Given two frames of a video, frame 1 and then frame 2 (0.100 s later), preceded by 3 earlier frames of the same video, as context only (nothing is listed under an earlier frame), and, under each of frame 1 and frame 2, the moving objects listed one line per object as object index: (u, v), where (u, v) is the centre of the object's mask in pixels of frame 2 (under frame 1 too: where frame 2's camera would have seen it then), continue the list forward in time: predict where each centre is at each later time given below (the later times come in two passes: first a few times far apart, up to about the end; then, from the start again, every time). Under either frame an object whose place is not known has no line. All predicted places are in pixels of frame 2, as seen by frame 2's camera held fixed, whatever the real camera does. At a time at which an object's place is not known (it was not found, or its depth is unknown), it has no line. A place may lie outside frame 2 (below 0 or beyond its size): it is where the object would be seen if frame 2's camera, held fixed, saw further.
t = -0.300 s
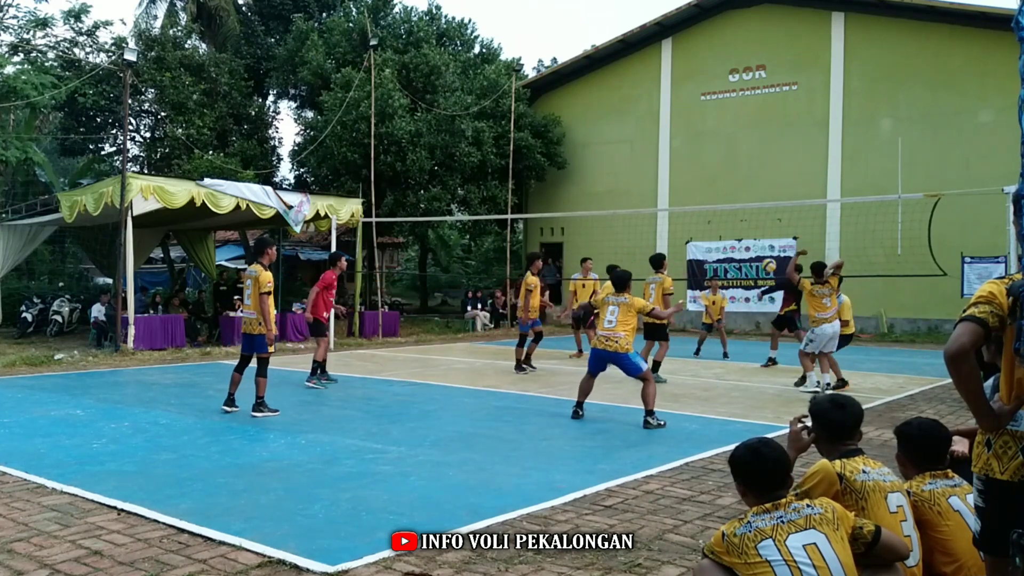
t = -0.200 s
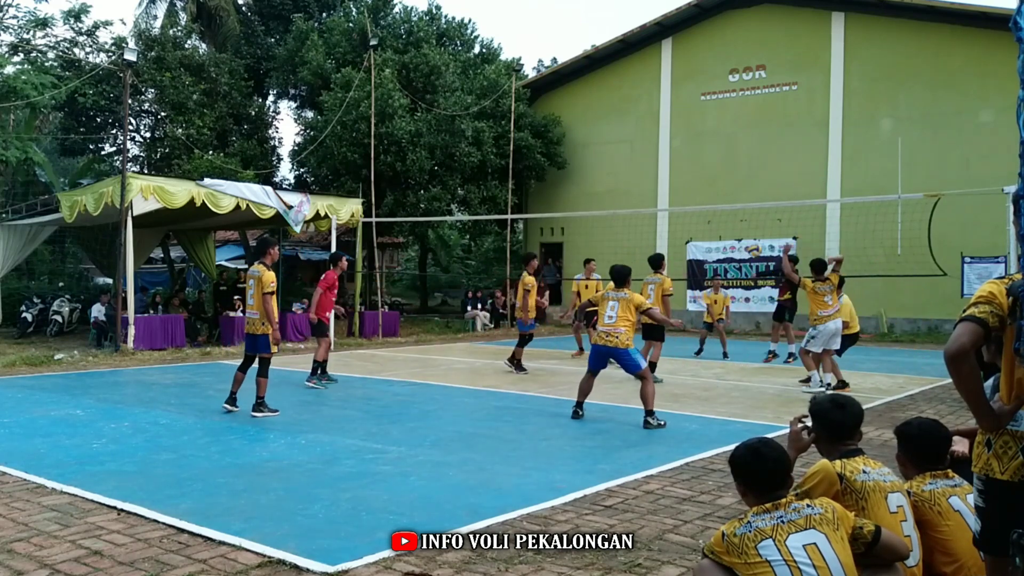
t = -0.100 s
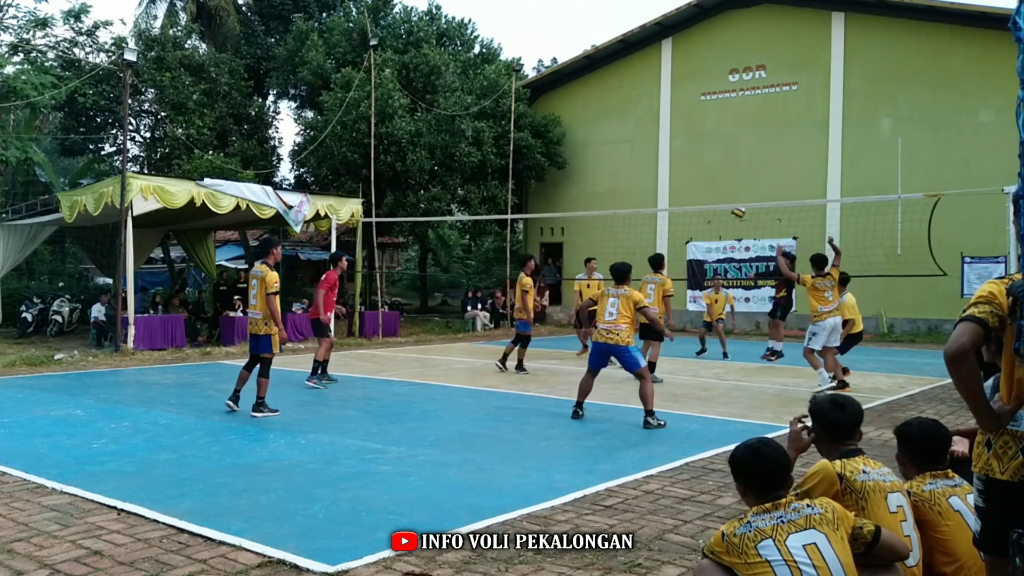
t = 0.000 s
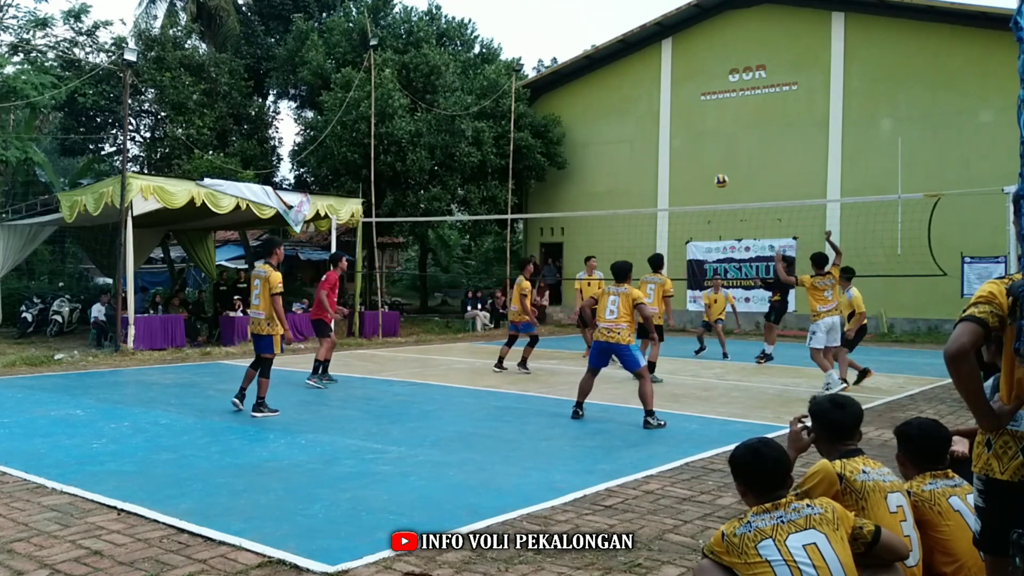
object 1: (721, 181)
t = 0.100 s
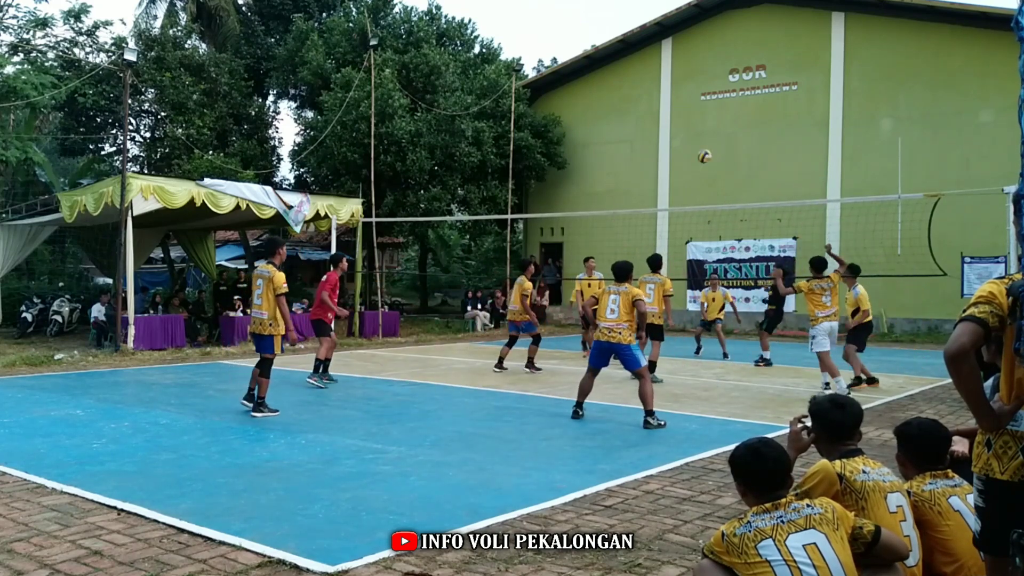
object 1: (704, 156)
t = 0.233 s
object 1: (683, 133)
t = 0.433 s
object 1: (651, 120)
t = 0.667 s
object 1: (614, 136)
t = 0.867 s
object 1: (583, 175)
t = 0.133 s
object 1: (699, 150)
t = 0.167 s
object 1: (694, 143)
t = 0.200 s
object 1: (688, 138)
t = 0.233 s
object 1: (683, 133)
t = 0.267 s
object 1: (677, 130)
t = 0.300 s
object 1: (672, 127)
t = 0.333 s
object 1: (666, 124)
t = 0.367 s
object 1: (660, 123)
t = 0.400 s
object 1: (656, 121)
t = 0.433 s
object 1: (651, 120)
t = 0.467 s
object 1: (645, 121)
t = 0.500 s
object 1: (640, 122)
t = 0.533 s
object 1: (634, 123)
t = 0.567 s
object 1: (629, 125)
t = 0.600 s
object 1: (624, 128)
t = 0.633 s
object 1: (618, 132)
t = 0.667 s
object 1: (614, 136)
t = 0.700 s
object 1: (609, 141)
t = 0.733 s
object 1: (603, 146)
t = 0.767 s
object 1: (598, 153)
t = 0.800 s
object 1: (593, 160)
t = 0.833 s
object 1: (588, 167)
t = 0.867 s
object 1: (583, 175)
